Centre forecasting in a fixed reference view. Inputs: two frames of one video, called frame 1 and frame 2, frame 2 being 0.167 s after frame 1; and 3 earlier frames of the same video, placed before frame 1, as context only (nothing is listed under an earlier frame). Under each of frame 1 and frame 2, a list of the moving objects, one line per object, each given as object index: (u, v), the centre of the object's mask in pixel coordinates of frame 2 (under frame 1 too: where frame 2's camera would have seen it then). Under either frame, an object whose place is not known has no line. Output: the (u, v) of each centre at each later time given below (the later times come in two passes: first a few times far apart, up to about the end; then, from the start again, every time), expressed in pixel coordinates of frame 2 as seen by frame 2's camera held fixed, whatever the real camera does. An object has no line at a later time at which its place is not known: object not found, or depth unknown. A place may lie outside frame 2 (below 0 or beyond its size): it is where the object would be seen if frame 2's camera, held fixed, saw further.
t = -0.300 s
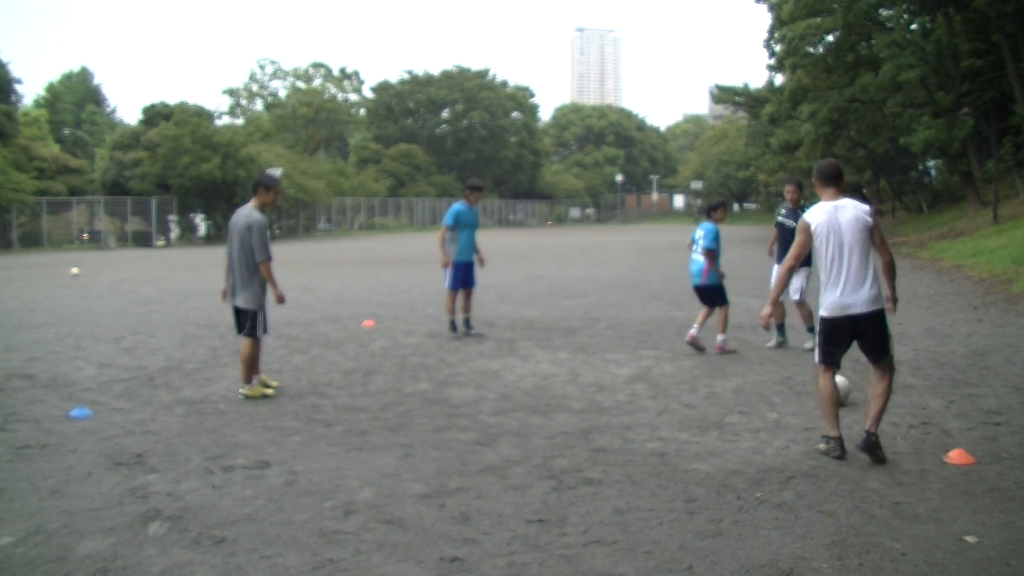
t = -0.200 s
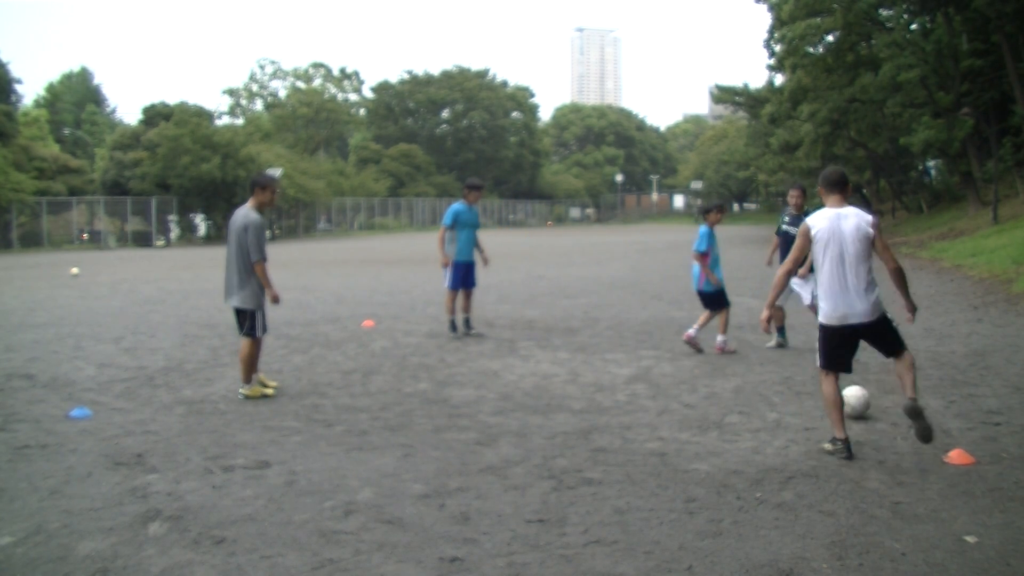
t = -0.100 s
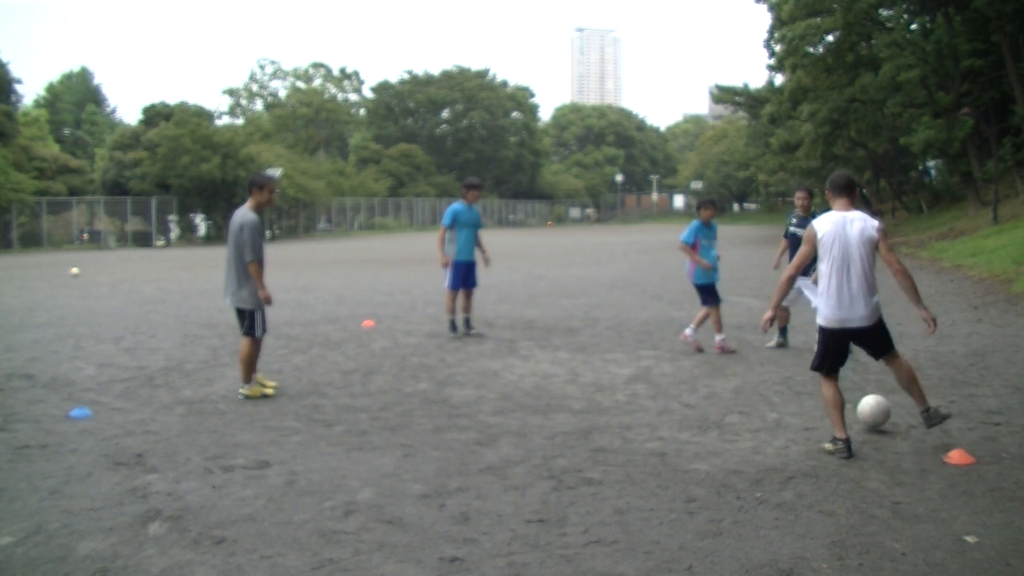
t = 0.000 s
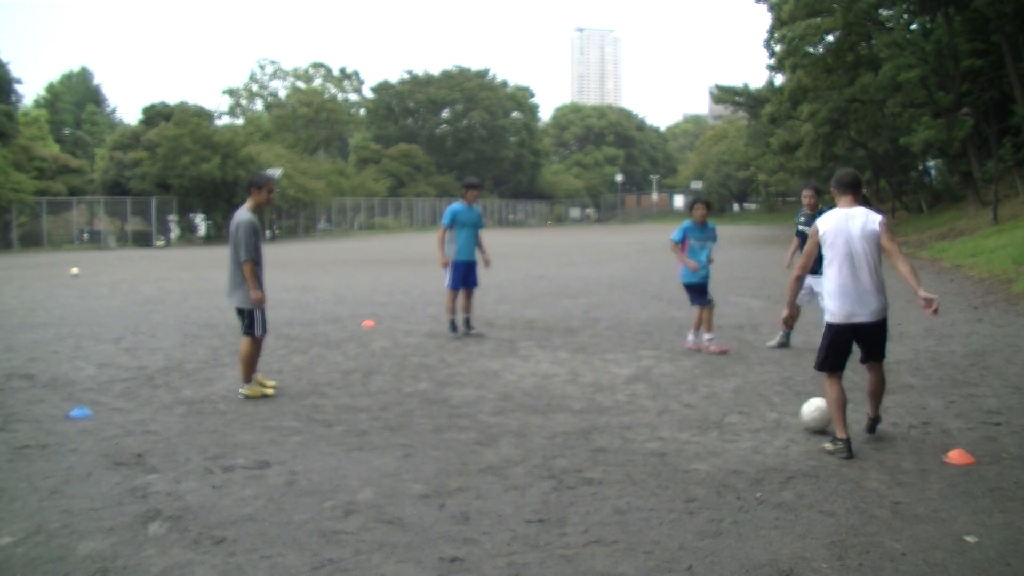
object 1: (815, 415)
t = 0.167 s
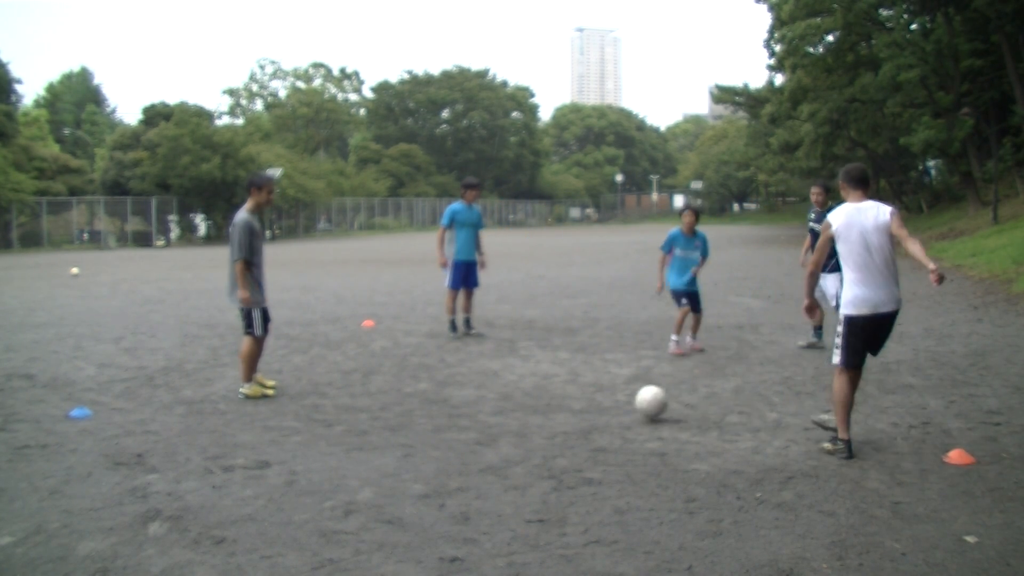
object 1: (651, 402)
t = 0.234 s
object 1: (594, 400)
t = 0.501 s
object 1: (420, 389)
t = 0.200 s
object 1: (622, 399)
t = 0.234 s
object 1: (594, 400)
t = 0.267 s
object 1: (568, 399)
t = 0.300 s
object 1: (545, 396)
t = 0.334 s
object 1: (521, 394)
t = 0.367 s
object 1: (499, 393)
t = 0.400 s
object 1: (477, 394)
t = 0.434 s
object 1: (457, 391)
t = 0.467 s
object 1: (439, 390)
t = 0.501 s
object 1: (420, 389)
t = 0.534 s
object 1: (402, 388)
